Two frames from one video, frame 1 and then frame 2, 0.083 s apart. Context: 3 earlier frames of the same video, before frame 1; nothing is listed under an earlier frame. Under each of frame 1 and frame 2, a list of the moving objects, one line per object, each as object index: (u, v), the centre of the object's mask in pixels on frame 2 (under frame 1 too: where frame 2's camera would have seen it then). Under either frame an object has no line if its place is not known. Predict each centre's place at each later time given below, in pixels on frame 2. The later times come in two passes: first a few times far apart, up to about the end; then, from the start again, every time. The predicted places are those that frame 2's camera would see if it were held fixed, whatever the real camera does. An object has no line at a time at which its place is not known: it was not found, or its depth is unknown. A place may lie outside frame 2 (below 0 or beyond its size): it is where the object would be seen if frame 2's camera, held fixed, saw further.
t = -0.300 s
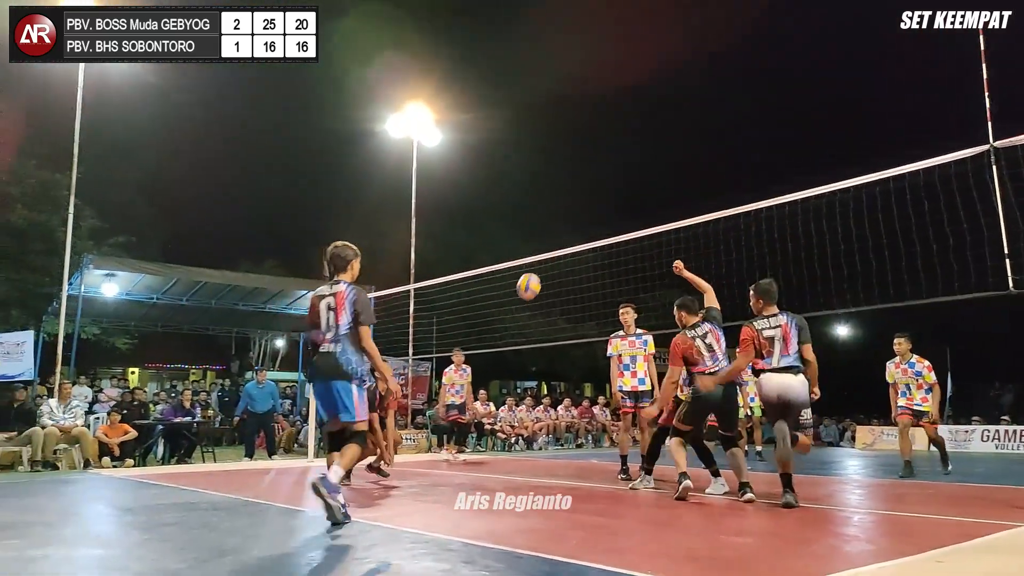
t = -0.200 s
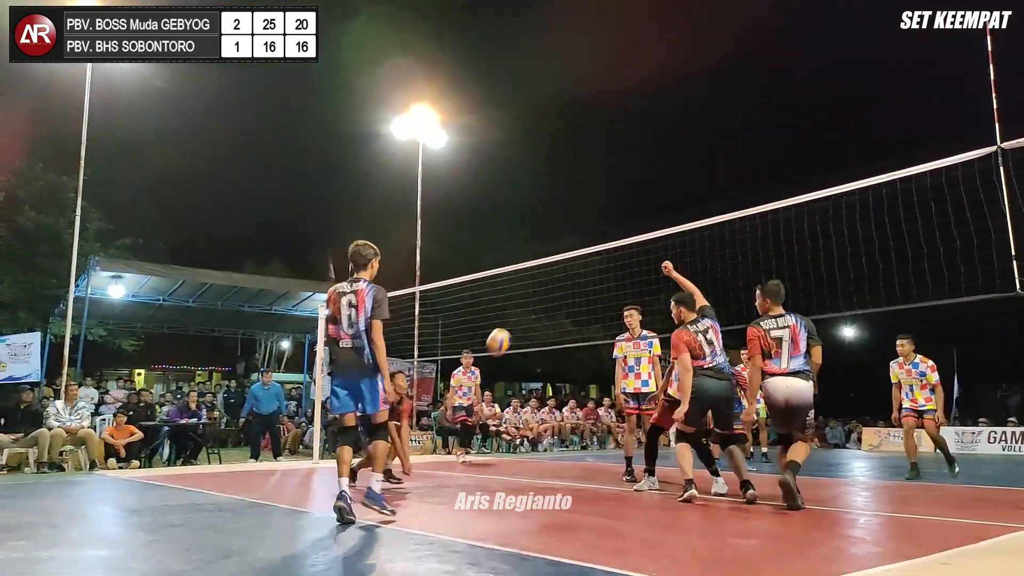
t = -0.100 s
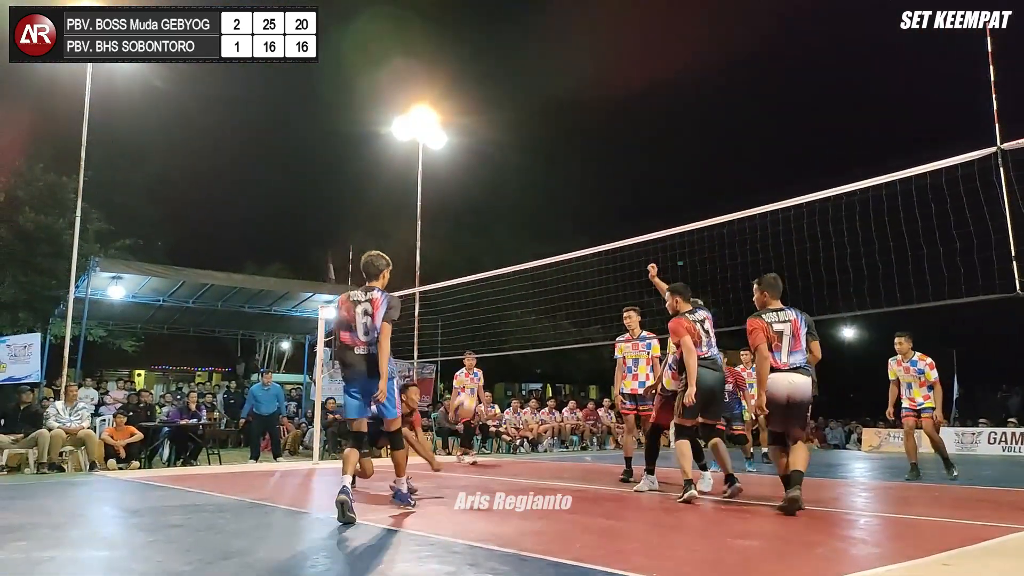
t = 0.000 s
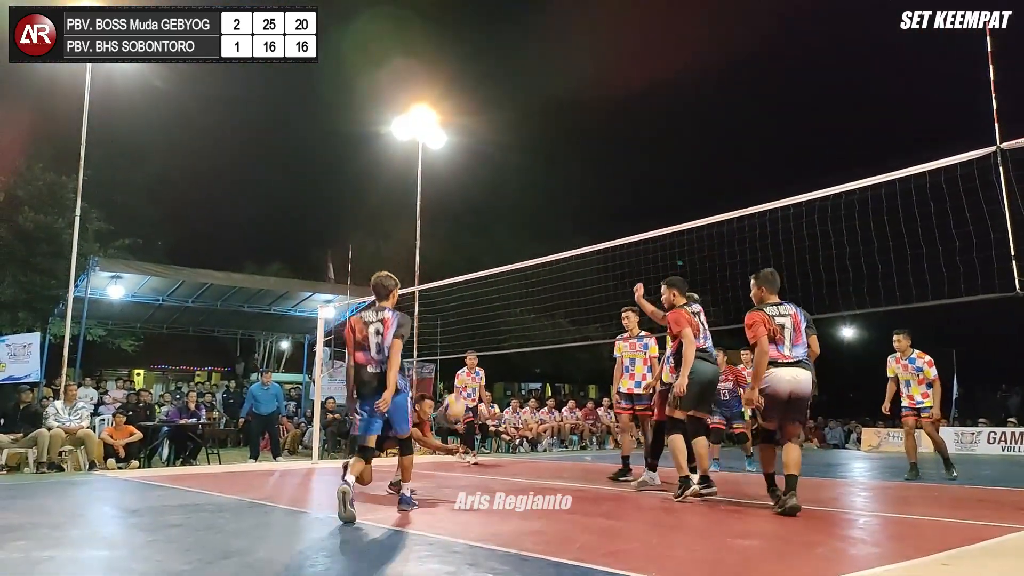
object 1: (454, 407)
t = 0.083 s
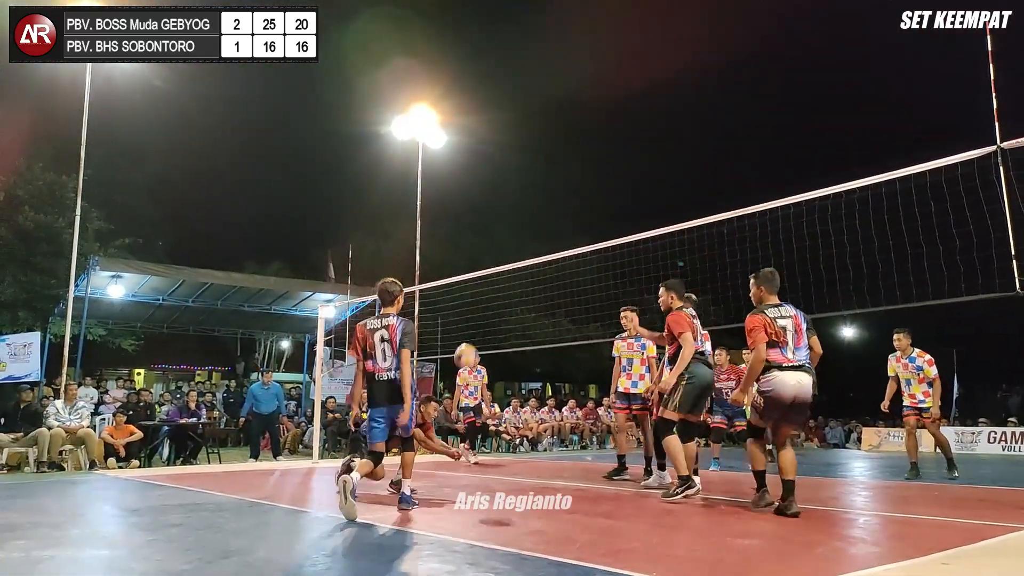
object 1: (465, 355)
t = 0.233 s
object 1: (484, 287)
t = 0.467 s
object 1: (511, 225)
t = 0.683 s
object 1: (536, 216)
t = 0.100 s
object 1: (468, 347)
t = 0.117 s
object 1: (470, 339)
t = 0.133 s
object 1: (472, 330)
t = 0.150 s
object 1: (474, 322)
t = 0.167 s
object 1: (476, 315)
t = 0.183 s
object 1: (478, 307)
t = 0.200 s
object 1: (480, 300)
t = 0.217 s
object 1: (482, 293)
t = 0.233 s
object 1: (484, 287)
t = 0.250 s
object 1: (486, 281)
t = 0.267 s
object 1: (488, 274)
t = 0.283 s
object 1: (490, 268)
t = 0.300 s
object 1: (492, 262)
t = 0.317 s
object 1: (494, 258)
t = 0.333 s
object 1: (496, 253)
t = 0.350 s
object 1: (498, 249)
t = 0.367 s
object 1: (500, 244)
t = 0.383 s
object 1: (502, 240)
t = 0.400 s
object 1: (504, 237)
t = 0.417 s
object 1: (506, 233)
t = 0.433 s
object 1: (508, 230)
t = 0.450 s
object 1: (510, 227)
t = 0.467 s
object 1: (511, 225)
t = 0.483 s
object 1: (513, 222)
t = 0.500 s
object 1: (515, 220)
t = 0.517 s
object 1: (517, 219)
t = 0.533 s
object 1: (519, 217)
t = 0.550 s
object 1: (521, 216)
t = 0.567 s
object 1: (523, 215)
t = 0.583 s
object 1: (525, 214)
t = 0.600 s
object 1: (527, 214)
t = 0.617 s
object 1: (529, 214)
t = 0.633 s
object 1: (531, 214)
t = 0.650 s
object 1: (532, 214)
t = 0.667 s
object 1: (534, 215)
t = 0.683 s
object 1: (536, 216)
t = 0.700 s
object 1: (538, 217)
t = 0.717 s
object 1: (540, 219)
